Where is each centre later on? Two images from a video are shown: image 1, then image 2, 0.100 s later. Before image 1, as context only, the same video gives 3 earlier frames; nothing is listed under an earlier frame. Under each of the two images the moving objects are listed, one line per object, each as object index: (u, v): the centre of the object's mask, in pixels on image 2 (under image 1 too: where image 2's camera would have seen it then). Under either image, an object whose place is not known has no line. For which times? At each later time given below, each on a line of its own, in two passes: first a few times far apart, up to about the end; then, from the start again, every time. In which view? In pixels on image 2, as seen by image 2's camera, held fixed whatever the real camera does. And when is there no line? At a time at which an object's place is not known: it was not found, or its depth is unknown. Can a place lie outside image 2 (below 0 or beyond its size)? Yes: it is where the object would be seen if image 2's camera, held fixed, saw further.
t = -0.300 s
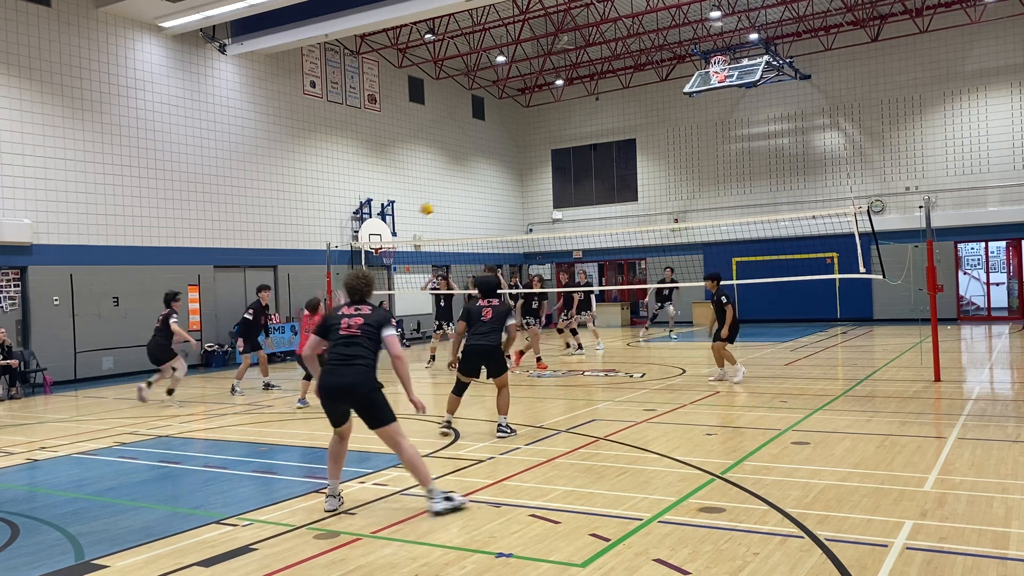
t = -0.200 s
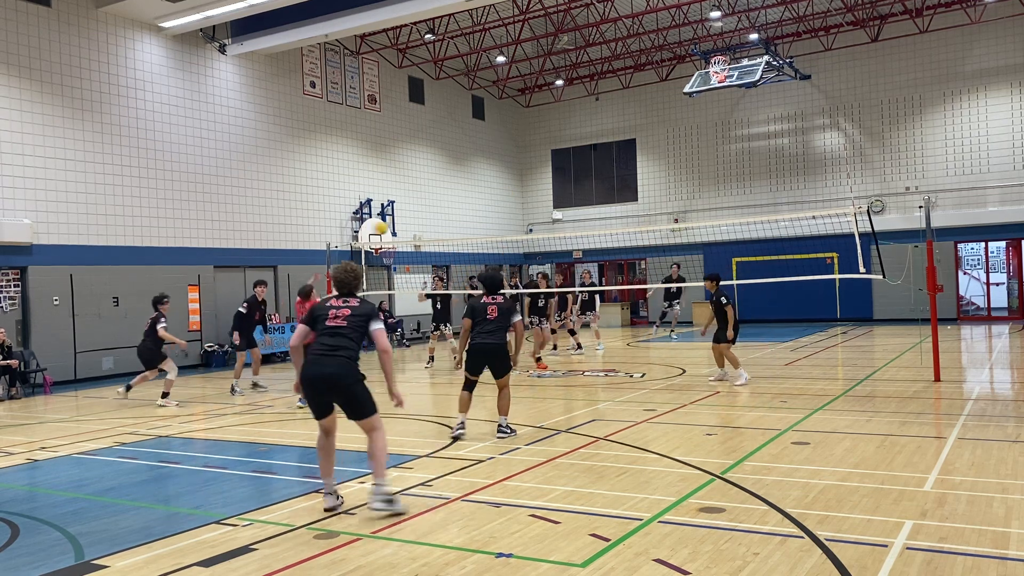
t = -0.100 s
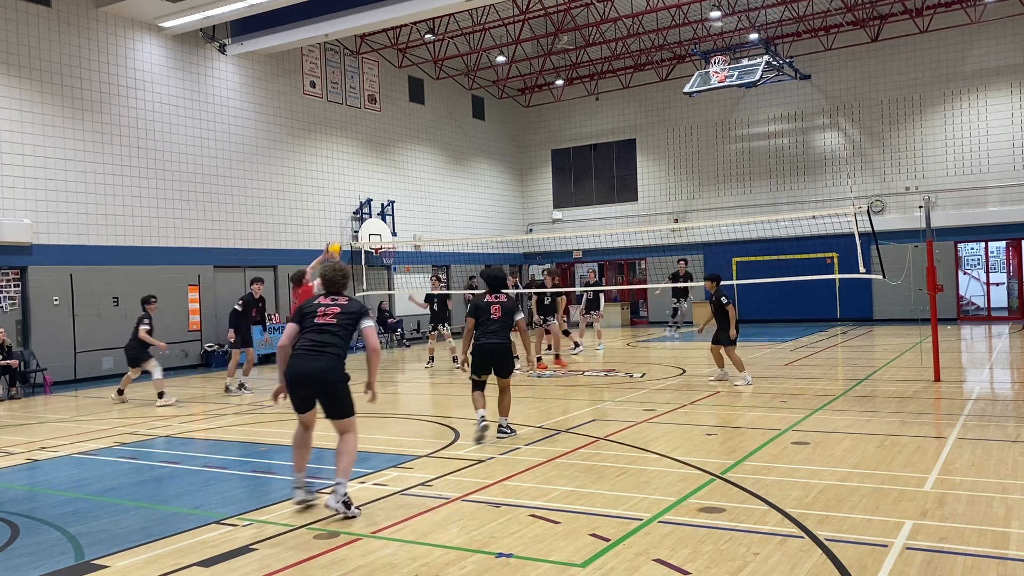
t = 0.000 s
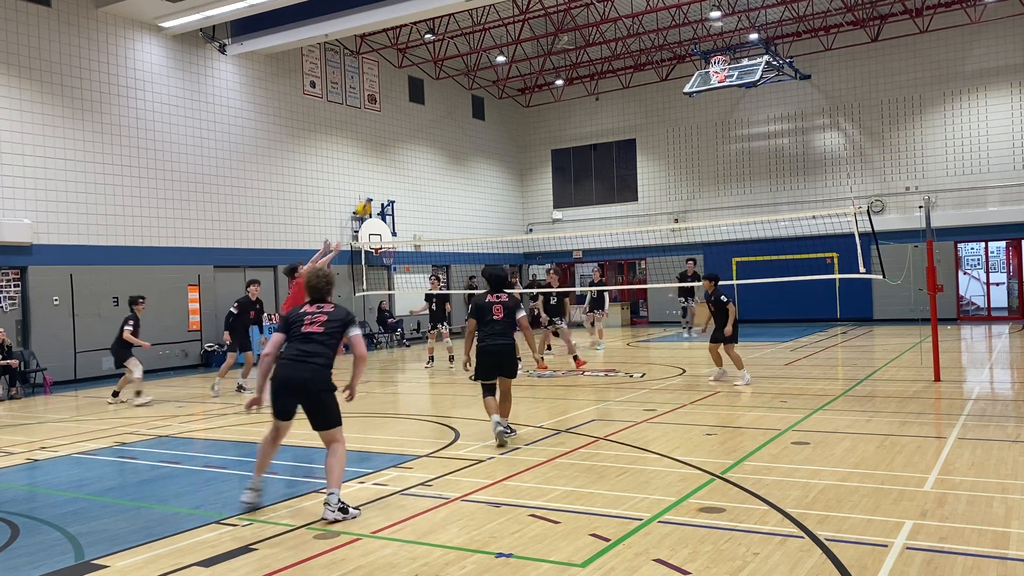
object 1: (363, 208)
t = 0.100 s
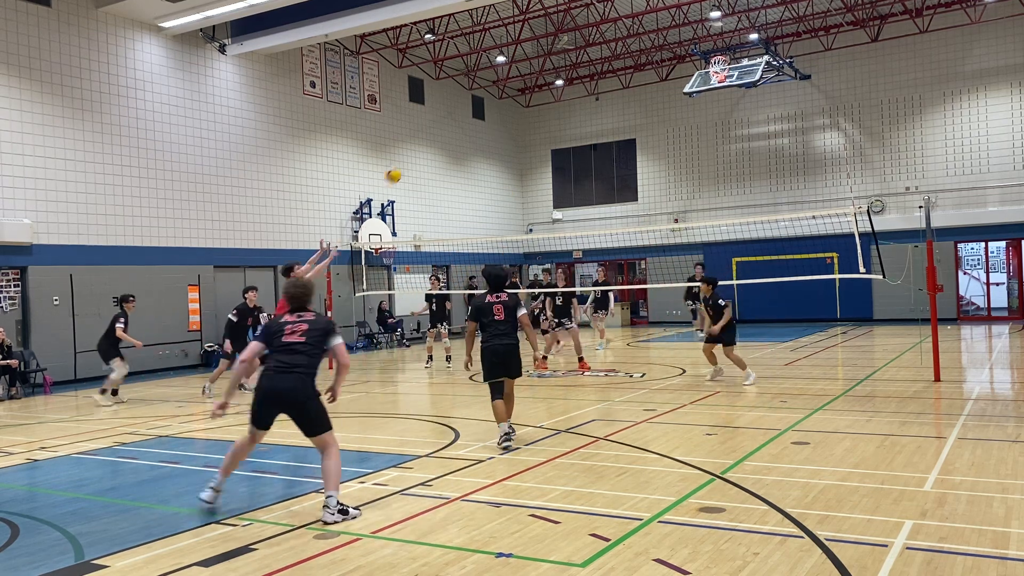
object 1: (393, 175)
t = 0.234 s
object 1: (432, 141)
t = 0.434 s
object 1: (488, 118)
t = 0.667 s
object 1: (553, 127)
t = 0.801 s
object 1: (590, 150)
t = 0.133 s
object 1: (403, 165)
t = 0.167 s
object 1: (413, 156)
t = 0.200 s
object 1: (423, 148)
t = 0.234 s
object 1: (432, 141)
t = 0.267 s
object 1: (442, 136)
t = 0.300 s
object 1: (451, 131)
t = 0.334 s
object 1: (460, 127)
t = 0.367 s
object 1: (470, 122)
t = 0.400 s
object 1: (478, 118)
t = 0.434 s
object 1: (488, 118)
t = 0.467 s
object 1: (498, 117)
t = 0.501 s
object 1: (507, 117)
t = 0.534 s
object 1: (516, 118)
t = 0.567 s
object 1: (525, 119)
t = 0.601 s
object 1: (534, 121)
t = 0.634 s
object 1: (544, 124)
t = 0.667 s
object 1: (553, 127)
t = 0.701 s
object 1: (563, 132)
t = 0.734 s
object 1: (571, 137)
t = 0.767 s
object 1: (581, 143)
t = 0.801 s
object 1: (590, 150)
